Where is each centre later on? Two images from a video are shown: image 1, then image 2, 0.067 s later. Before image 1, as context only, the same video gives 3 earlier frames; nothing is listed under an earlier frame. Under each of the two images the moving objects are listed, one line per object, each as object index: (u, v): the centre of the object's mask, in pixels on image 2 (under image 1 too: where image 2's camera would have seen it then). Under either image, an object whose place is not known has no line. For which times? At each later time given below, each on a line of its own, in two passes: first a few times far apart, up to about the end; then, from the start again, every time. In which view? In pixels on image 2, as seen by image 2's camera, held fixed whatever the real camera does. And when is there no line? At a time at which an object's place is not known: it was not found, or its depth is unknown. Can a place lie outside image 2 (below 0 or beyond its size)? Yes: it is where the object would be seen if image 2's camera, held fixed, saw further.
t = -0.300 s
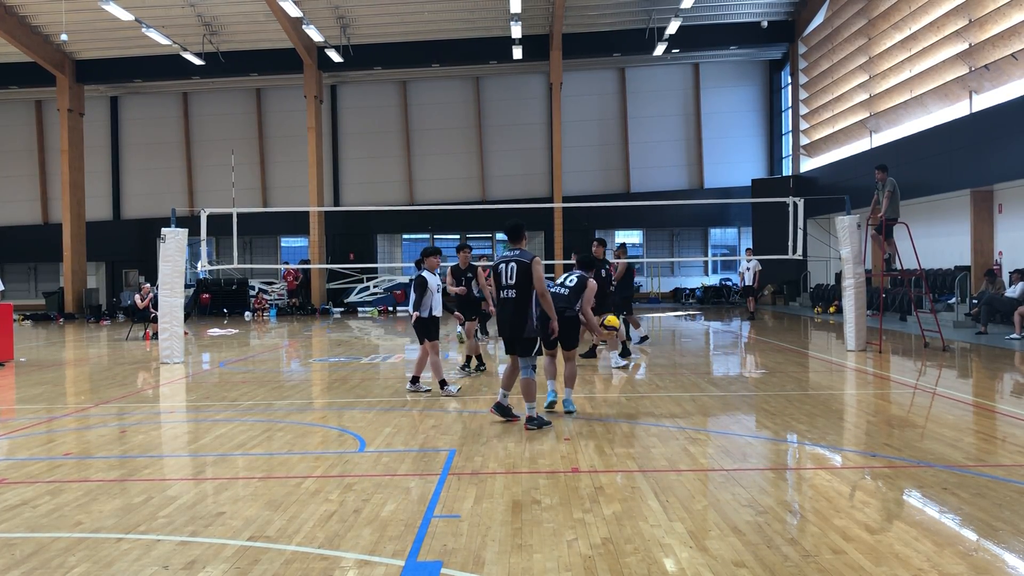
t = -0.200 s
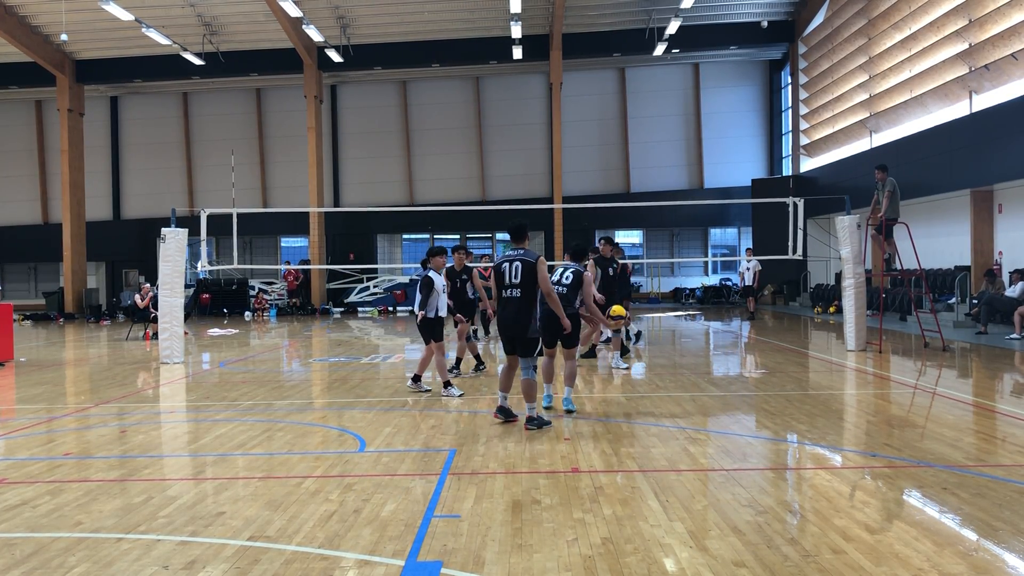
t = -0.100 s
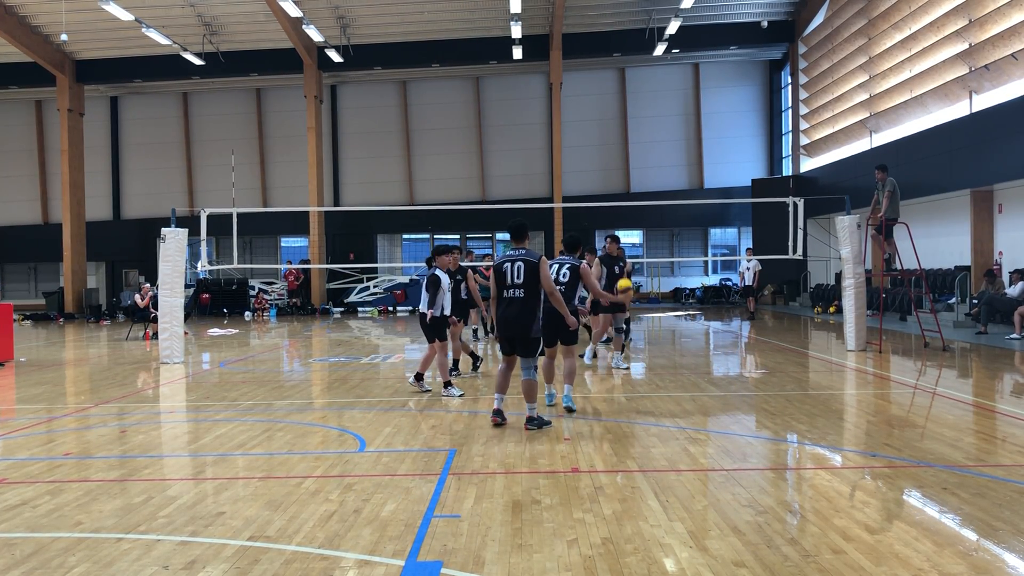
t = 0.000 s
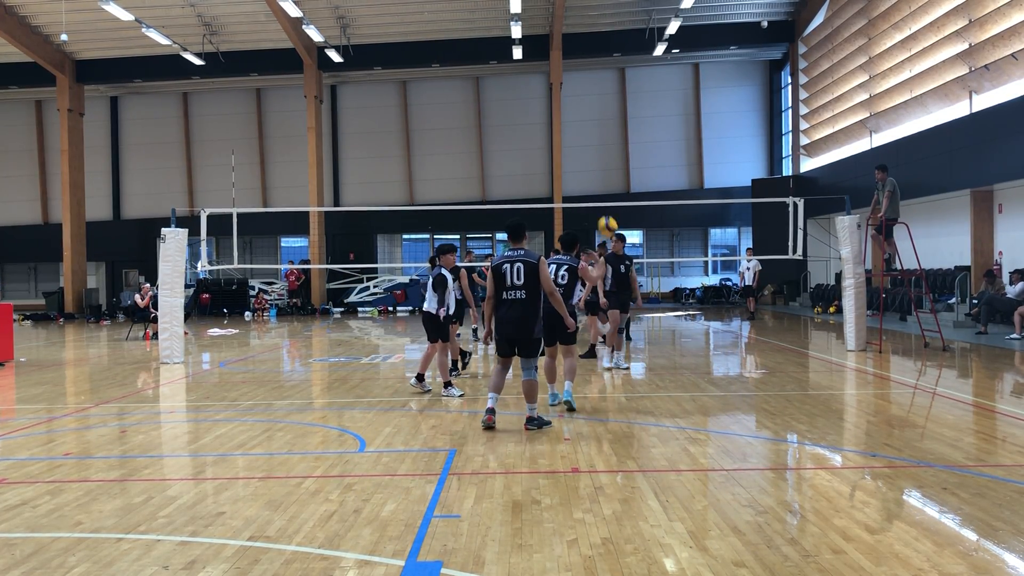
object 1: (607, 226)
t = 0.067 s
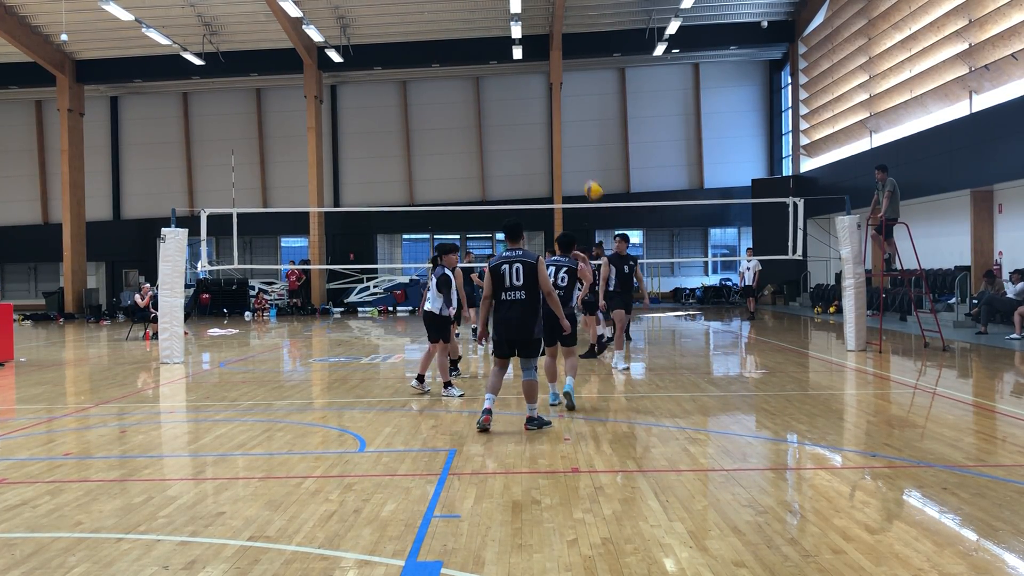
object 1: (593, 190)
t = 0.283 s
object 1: (556, 111)
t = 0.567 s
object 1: (522, 78)
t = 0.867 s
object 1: (499, 106)
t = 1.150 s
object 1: (484, 172)
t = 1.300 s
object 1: (477, 219)
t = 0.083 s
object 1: (590, 182)
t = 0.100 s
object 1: (587, 174)
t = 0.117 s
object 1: (584, 167)
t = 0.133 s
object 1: (580, 160)
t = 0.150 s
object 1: (578, 153)
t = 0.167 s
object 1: (575, 147)
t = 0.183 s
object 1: (572, 141)
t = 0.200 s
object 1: (569, 135)
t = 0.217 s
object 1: (566, 130)
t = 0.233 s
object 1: (564, 125)
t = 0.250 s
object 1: (561, 120)
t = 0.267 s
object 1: (558, 116)
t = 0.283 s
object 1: (556, 111)
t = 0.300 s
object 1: (553, 107)
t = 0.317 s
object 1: (551, 104)
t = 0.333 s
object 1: (549, 101)
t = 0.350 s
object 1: (547, 97)
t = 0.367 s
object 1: (545, 94)
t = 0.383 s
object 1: (543, 92)
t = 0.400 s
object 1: (540, 89)
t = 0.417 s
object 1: (538, 87)
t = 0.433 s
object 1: (536, 85)
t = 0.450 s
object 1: (534, 84)
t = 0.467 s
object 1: (533, 82)
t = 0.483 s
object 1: (530, 81)
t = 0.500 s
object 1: (529, 80)
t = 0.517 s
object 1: (527, 79)
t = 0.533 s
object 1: (525, 79)
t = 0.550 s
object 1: (524, 78)
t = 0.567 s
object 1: (522, 78)
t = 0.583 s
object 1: (521, 78)
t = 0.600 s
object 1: (519, 78)
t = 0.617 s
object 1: (517, 79)
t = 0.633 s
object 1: (516, 80)
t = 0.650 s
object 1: (514, 80)
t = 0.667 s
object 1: (513, 81)
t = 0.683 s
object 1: (512, 82)
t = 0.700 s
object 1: (511, 84)
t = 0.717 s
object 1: (509, 85)
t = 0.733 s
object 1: (508, 87)
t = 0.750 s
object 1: (507, 89)
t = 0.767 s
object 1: (506, 91)
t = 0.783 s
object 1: (504, 93)
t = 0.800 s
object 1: (503, 95)
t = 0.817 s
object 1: (502, 98)
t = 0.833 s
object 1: (501, 100)
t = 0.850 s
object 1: (500, 103)
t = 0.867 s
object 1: (499, 106)
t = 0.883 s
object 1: (498, 109)
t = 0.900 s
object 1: (497, 112)
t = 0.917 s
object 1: (496, 115)
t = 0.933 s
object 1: (495, 119)
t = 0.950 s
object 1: (494, 122)
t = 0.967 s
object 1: (493, 125)
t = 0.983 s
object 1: (492, 129)
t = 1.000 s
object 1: (491, 133)
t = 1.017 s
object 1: (490, 137)
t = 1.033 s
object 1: (489, 141)
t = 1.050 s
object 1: (488, 145)
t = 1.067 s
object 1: (488, 150)
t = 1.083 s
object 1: (487, 154)
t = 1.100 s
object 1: (486, 158)
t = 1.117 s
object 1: (485, 163)
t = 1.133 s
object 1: (484, 167)
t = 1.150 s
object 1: (484, 172)
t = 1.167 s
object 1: (483, 177)
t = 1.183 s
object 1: (482, 182)
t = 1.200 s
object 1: (481, 187)
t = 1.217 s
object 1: (480, 191)
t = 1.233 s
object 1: (480, 198)
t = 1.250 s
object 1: (479, 201)
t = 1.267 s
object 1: (478, 208)
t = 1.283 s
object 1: (478, 214)
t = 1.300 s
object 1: (477, 219)
